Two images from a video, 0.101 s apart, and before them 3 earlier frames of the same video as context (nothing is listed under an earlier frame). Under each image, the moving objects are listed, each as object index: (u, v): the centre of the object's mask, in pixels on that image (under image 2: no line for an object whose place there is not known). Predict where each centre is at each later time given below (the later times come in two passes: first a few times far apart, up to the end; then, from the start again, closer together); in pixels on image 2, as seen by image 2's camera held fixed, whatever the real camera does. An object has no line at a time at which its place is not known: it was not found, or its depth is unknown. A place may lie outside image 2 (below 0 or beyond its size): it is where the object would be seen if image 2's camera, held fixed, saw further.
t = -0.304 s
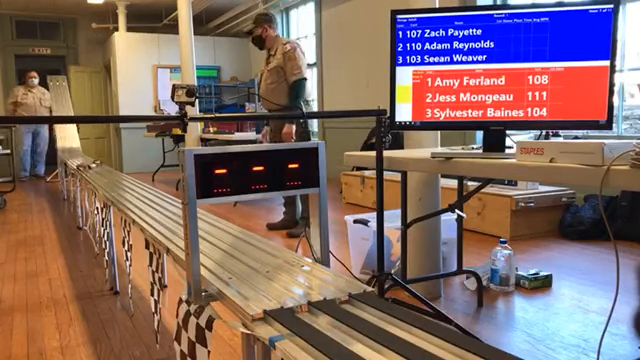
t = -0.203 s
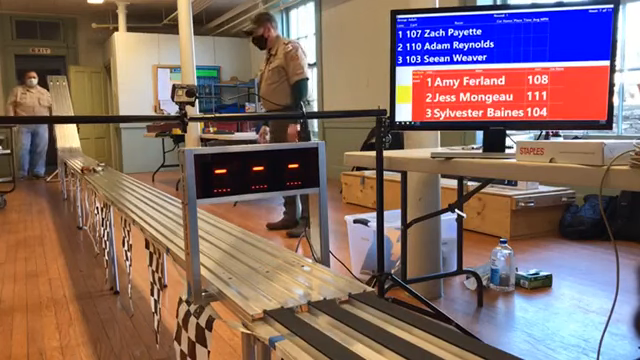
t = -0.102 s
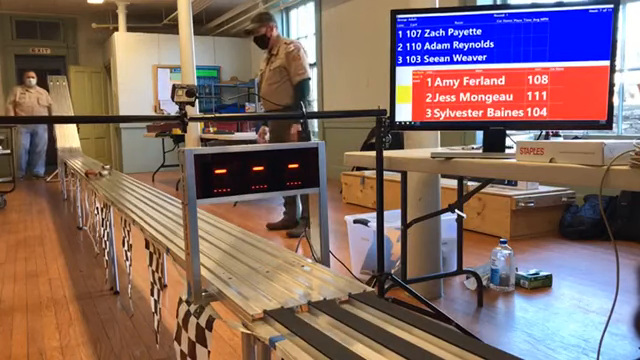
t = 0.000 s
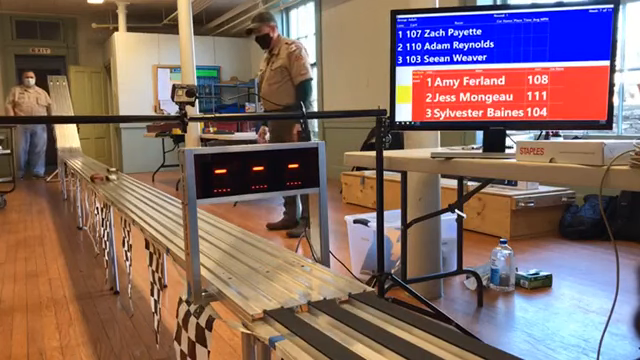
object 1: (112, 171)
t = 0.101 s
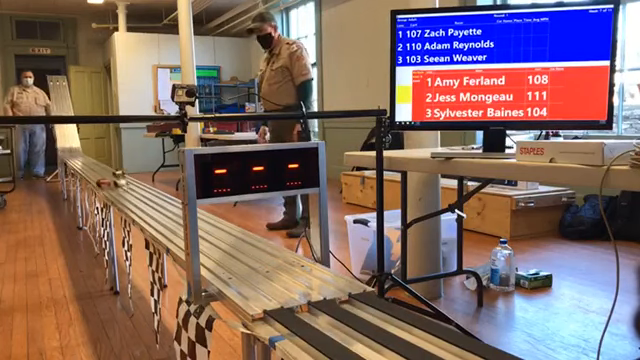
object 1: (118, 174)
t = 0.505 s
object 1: (153, 191)
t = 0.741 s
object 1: (178, 206)
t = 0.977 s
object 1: (235, 230)
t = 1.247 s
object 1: (339, 280)
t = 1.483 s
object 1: (419, 313)
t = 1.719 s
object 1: (419, 313)
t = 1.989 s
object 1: (419, 313)
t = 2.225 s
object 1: (419, 313)
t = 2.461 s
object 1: (419, 313)
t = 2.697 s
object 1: (419, 313)
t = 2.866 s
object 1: (419, 313)
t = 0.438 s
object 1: (145, 187)
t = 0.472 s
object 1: (149, 189)
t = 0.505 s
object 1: (153, 191)
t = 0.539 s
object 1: (156, 193)
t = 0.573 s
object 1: (160, 195)
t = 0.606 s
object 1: (165, 197)
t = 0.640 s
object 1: (169, 199)
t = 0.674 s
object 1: (173, 201)
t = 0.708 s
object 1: (175, 204)
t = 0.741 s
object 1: (178, 206)
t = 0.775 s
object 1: (199, 209)
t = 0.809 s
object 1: (202, 213)
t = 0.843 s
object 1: (205, 215)
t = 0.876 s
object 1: (210, 218)
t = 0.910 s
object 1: (218, 222)
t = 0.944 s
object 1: (226, 226)
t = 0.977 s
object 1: (235, 230)
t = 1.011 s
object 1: (244, 235)
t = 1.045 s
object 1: (254, 239)
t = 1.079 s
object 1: (266, 245)
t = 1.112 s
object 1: (277, 250)
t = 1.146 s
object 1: (290, 256)
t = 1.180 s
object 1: (303, 262)
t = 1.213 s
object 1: (322, 271)
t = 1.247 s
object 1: (339, 280)
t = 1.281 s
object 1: (354, 286)
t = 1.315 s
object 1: (375, 295)
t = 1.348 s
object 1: (392, 303)
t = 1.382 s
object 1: (405, 307)
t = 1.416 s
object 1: (416, 312)
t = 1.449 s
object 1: (418, 313)
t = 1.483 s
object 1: (419, 313)
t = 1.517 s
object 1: (419, 313)
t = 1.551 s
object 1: (419, 313)
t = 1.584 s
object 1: (419, 313)
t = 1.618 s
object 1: (419, 313)
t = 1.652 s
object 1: (419, 313)
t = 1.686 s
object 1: (419, 313)
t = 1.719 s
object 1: (419, 313)
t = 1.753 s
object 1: (419, 313)
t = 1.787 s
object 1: (419, 313)
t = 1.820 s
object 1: (419, 313)
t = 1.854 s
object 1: (419, 313)
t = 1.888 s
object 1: (419, 313)
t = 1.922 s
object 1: (419, 313)
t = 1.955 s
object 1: (419, 313)
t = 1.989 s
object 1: (419, 313)
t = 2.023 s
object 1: (419, 313)
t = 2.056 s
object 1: (419, 313)
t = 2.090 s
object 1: (419, 313)
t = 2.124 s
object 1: (419, 313)
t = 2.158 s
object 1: (419, 313)
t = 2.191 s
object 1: (419, 313)
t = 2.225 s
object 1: (419, 313)
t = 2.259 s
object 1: (419, 313)
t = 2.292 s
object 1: (419, 313)
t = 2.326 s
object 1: (419, 313)
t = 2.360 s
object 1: (419, 313)
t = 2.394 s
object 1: (419, 313)
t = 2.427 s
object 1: (419, 313)
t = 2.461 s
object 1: (419, 313)
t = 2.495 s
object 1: (419, 313)
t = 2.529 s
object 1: (419, 313)
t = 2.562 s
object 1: (419, 313)
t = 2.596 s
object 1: (419, 313)
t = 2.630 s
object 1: (419, 313)
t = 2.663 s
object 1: (419, 313)
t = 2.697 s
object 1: (419, 313)
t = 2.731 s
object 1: (419, 313)
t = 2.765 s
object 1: (419, 313)
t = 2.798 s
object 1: (419, 313)
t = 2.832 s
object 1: (419, 313)
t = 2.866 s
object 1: (419, 313)
